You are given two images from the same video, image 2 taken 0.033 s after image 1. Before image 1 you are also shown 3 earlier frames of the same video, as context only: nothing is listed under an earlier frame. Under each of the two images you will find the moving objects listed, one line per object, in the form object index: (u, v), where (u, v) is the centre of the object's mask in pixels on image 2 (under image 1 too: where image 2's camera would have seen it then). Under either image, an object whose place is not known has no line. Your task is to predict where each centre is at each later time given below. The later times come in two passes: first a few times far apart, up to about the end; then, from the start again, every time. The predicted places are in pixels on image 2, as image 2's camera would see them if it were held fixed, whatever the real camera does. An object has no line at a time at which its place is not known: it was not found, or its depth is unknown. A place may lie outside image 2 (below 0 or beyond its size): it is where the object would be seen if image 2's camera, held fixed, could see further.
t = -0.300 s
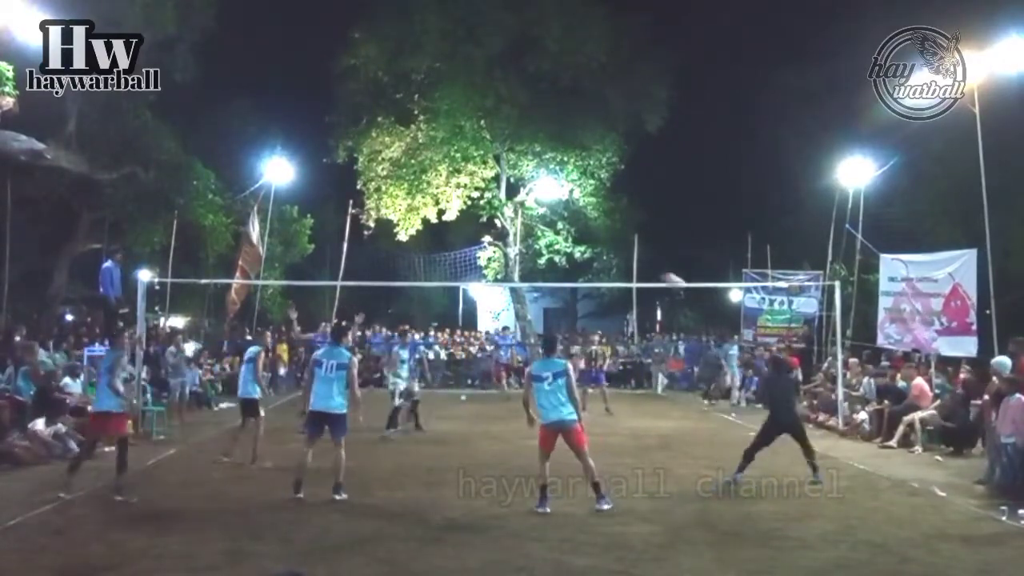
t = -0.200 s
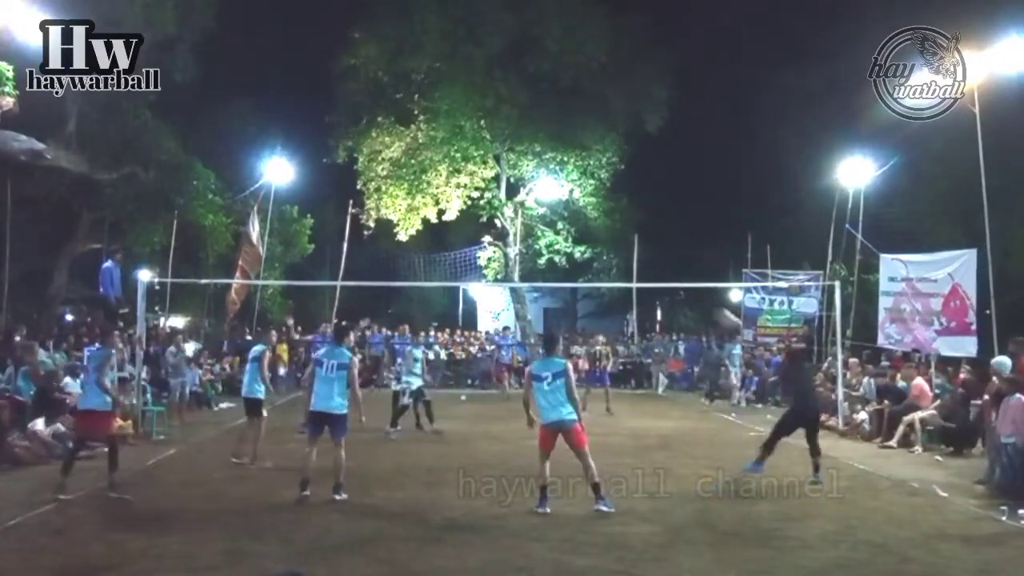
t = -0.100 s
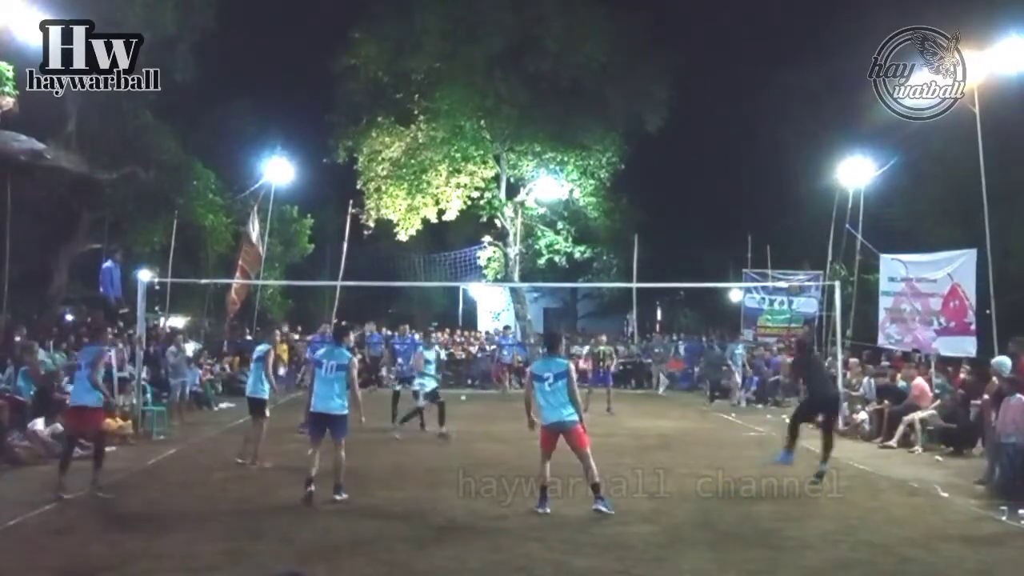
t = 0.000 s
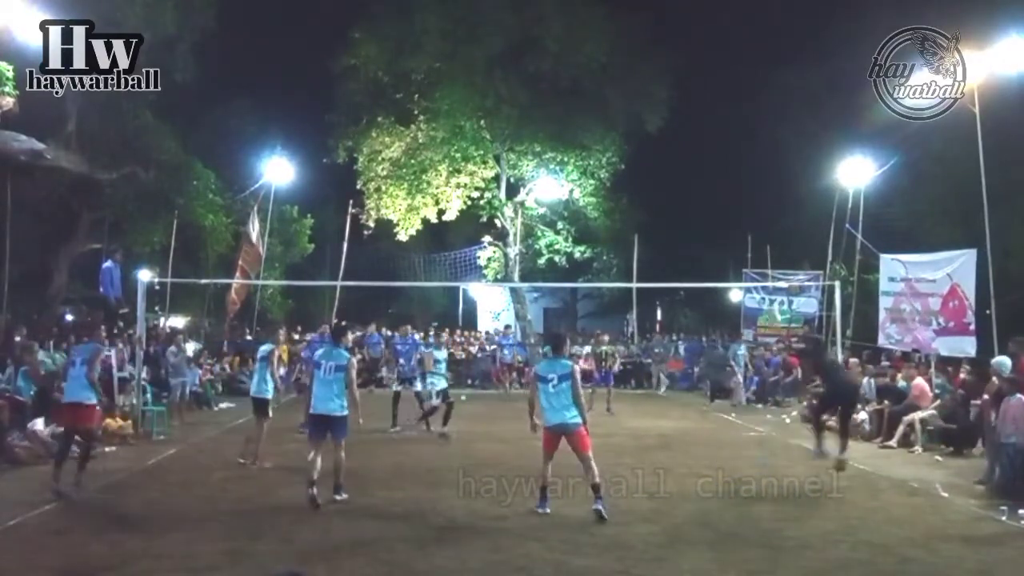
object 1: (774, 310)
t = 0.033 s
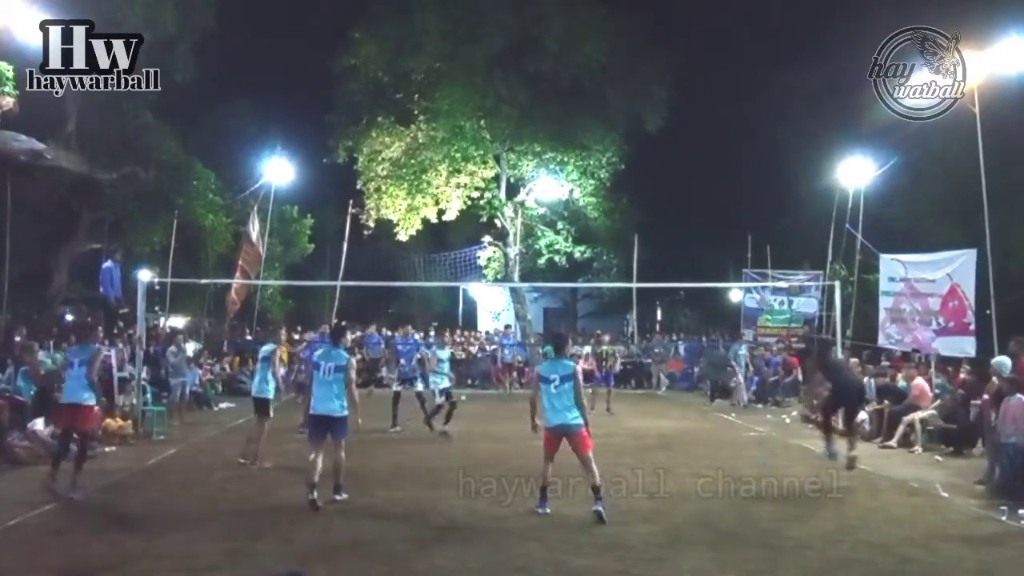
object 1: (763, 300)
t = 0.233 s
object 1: (729, 225)
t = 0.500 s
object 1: (686, 176)
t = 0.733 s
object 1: (651, 176)
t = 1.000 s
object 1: (614, 221)
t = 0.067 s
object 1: (760, 284)
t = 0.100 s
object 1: (752, 272)
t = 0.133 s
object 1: (746, 258)
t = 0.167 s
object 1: (741, 246)
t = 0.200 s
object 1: (734, 235)
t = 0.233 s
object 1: (729, 225)
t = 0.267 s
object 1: (723, 217)
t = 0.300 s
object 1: (717, 208)
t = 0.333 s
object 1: (712, 200)
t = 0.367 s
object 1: (707, 195)
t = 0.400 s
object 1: (701, 189)
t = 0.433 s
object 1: (696, 184)
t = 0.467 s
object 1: (691, 180)
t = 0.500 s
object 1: (686, 176)
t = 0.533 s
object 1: (680, 174)
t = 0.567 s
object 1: (675, 173)
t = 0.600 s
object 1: (670, 172)
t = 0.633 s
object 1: (665, 172)
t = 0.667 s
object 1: (660, 173)
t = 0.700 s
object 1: (656, 174)
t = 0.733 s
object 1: (651, 176)
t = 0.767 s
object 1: (646, 180)
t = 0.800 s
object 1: (641, 183)
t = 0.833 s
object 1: (637, 188)
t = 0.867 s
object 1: (632, 193)
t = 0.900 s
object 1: (628, 199)
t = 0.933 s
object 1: (624, 205)
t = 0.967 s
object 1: (619, 212)
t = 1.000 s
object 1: (614, 221)
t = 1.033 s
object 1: (610, 229)
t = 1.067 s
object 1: (606, 239)
